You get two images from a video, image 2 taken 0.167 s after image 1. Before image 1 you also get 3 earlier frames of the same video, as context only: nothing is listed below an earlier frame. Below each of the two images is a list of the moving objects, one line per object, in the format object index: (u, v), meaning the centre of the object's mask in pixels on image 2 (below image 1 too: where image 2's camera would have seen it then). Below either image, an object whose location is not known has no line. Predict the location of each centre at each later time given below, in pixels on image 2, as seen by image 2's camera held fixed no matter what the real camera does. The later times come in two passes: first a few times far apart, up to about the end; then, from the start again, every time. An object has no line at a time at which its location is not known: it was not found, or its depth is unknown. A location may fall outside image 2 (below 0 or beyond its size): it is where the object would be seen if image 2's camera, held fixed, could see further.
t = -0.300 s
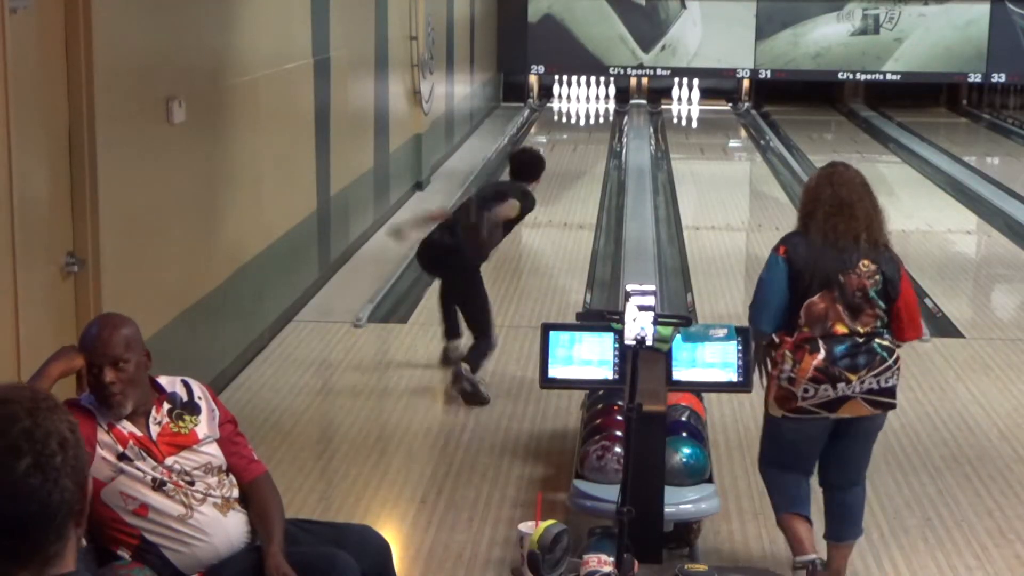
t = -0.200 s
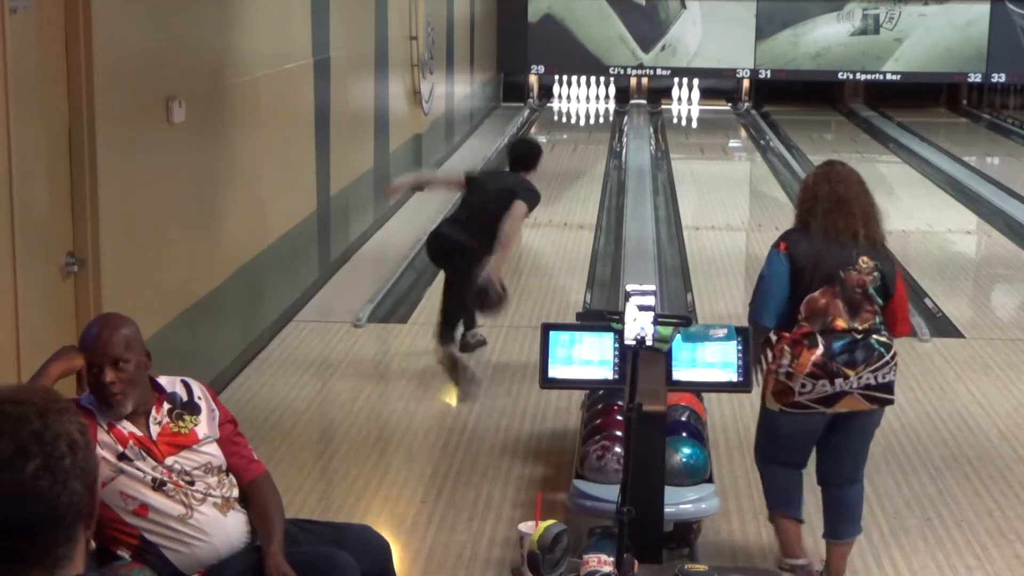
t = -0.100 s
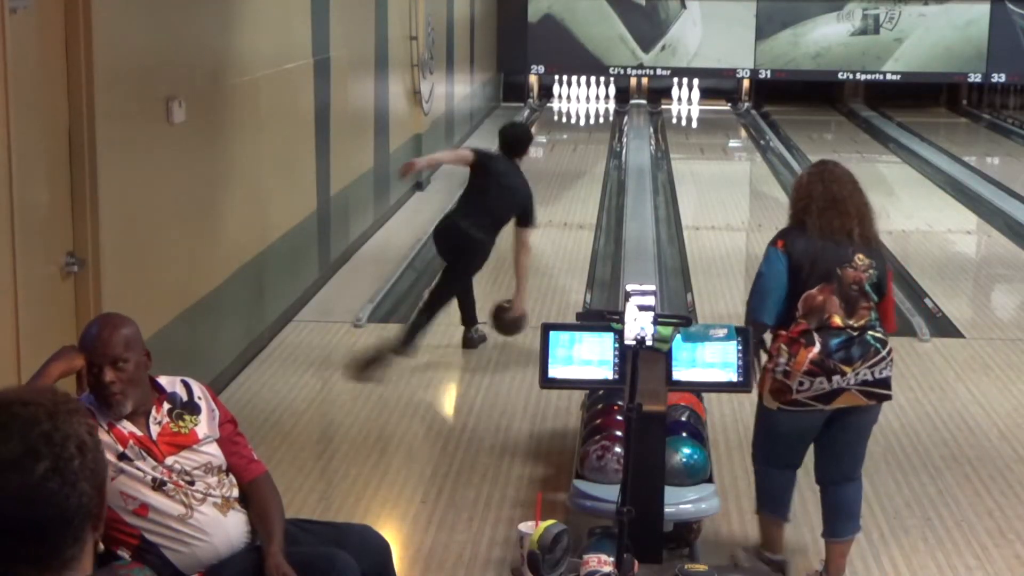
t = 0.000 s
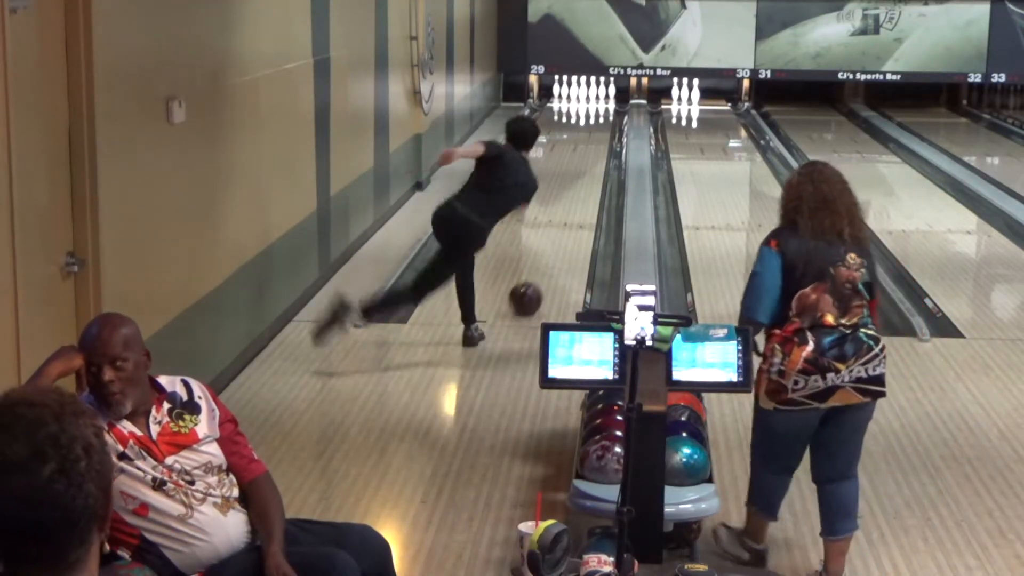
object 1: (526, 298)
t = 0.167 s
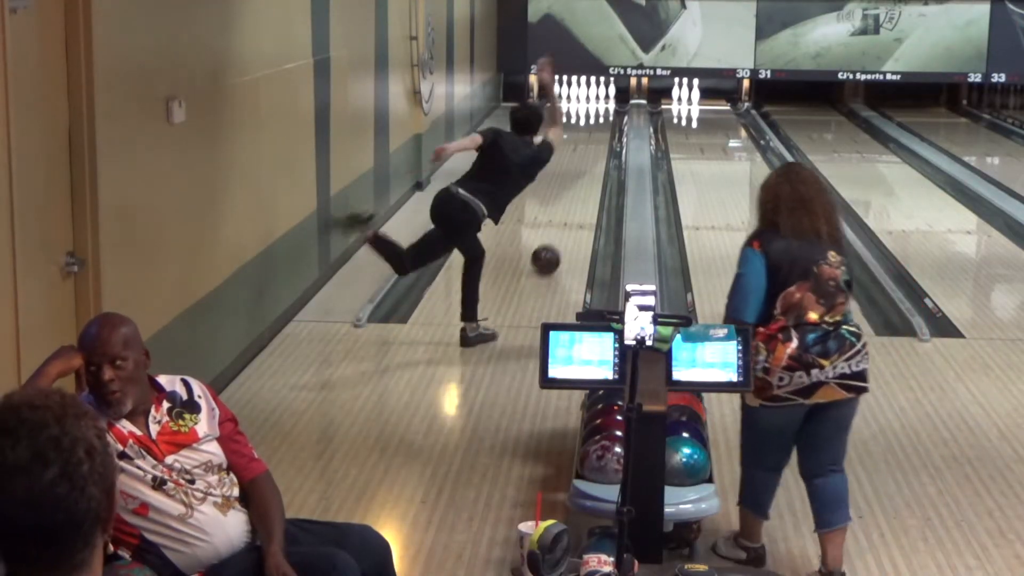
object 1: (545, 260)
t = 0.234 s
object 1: (552, 246)
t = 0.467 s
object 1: (570, 209)
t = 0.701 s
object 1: (584, 179)
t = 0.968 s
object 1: (593, 154)
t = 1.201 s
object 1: (597, 136)
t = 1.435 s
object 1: (598, 123)
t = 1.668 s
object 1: (597, 110)
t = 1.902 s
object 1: (592, 100)
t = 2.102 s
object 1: (589, 95)
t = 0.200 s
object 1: (549, 253)
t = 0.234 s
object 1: (552, 246)
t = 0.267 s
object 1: (555, 240)
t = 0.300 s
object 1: (558, 234)
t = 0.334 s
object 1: (561, 228)
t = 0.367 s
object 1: (564, 223)
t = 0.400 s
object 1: (566, 218)
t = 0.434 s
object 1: (569, 212)
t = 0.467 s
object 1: (570, 209)
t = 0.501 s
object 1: (566, 208)
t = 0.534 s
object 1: (578, 197)
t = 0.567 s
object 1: (577, 194)
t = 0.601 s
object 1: (579, 190)
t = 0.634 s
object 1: (580, 187)
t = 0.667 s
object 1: (582, 183)
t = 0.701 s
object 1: (584, 179)
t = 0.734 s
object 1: (585, 175)
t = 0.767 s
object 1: (586, 172)
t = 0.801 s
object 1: (587, 169)
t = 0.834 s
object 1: (589, 165)
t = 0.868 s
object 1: (590, 162)
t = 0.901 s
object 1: (591, 159)
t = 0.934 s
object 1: (592, 157)
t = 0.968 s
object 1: (593, 154)
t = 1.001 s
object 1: (593, 151)
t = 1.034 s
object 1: (595, 148)
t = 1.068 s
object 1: (595, 146)
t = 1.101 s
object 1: (596, 143)
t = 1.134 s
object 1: (596, 141)
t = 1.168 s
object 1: (596, 139)
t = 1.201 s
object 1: (597, 136)
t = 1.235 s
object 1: (597, 134)
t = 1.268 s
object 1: (597, 132)
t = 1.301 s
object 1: (598, 131)
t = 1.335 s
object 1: (598, 128)
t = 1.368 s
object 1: (598, 126)
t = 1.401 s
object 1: (598, 124)
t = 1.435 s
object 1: (598, 123)
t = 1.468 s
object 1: (598, 121)
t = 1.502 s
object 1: (598, 119)
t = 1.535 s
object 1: (598, 117)
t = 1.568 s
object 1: (598, 115)
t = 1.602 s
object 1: (598, 114)
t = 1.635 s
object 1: (597, 112)
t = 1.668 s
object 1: (597, 110)
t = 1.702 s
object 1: (596, 109)
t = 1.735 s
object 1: (596, 107)
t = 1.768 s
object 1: (595, 106)
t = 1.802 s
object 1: (594, 104)
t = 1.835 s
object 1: (594, 103)
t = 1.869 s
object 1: (593, 101)
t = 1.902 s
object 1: (592, 100)
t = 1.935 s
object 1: (592, 99)
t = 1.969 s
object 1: (591, 98)
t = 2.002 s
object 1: (589, 96)
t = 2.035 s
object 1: (588, 96)
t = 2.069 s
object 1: (589, 95)
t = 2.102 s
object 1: (589, 95)
